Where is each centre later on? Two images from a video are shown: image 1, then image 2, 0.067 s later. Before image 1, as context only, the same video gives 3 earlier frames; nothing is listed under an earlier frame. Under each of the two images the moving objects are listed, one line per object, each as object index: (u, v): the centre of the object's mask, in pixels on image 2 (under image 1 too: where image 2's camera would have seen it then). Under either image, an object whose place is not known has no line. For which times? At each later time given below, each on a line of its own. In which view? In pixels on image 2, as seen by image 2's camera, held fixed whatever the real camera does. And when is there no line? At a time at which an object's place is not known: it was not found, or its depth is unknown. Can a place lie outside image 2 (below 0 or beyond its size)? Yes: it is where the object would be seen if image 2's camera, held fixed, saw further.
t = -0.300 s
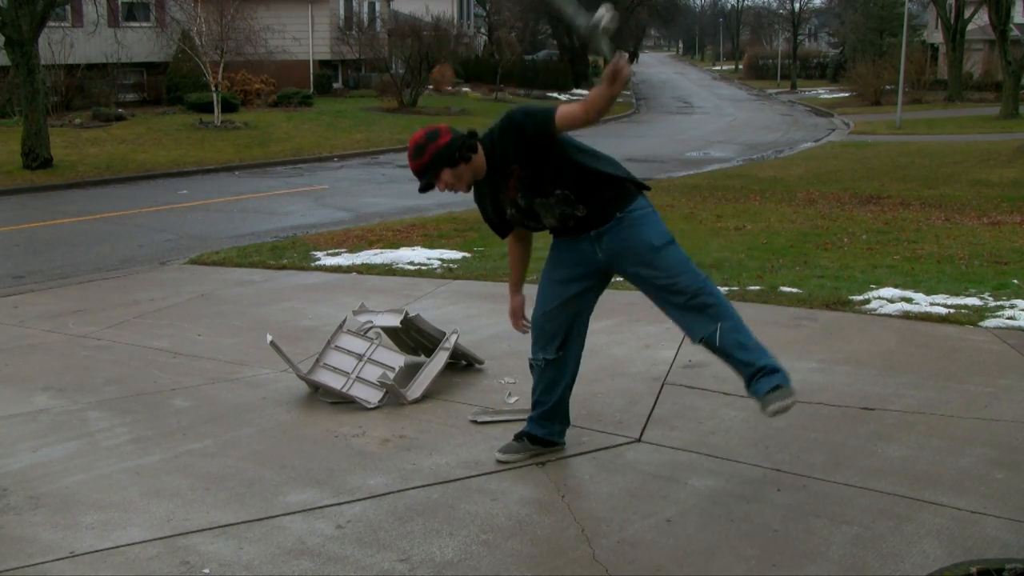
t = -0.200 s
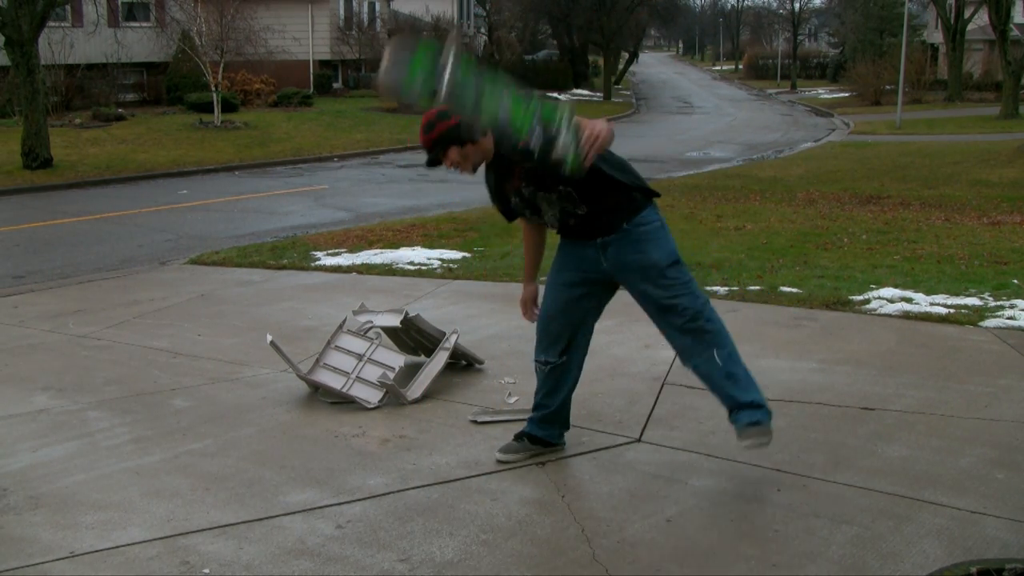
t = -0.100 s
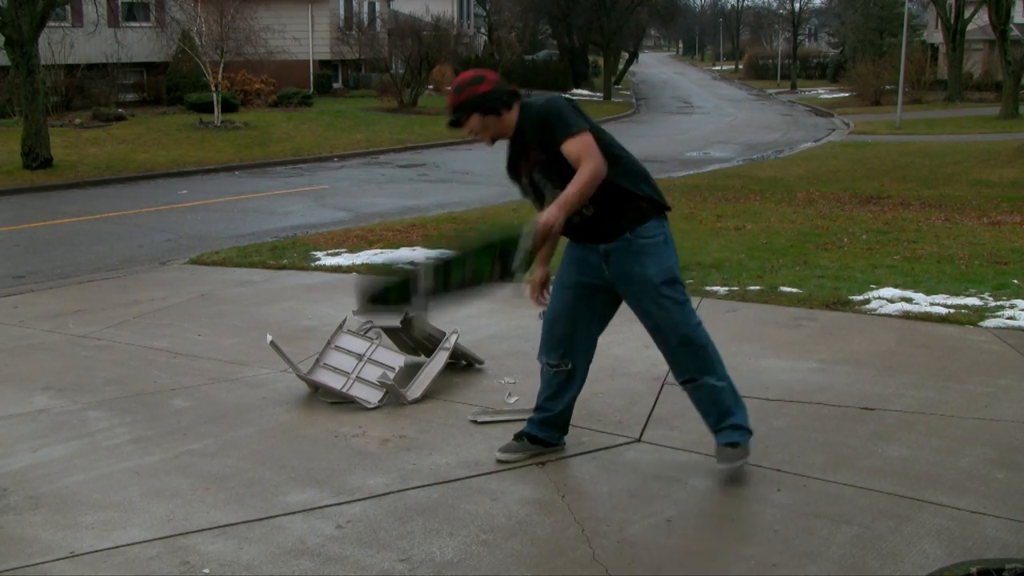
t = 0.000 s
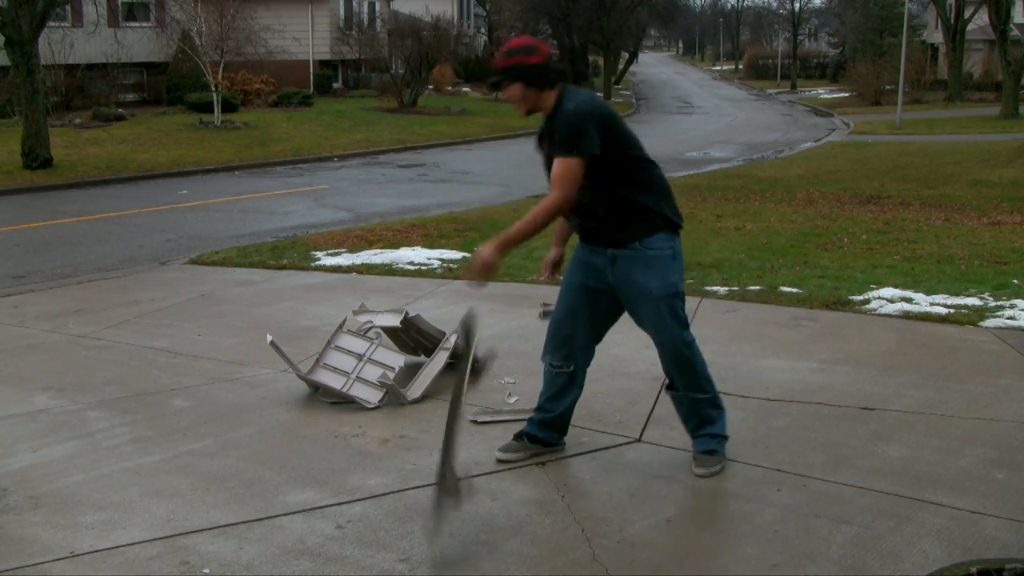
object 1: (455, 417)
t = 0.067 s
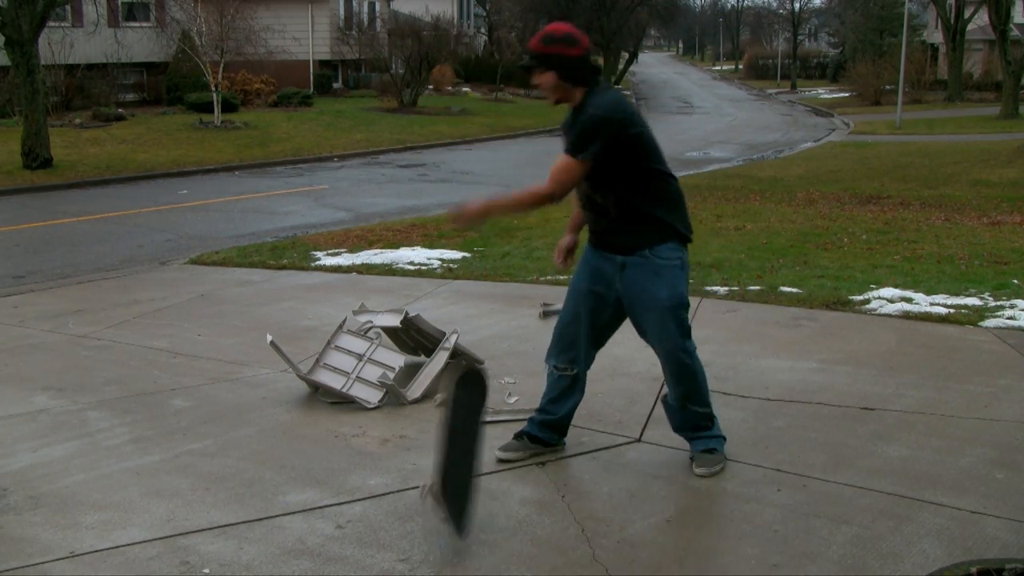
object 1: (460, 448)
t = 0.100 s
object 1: (449, 469)
